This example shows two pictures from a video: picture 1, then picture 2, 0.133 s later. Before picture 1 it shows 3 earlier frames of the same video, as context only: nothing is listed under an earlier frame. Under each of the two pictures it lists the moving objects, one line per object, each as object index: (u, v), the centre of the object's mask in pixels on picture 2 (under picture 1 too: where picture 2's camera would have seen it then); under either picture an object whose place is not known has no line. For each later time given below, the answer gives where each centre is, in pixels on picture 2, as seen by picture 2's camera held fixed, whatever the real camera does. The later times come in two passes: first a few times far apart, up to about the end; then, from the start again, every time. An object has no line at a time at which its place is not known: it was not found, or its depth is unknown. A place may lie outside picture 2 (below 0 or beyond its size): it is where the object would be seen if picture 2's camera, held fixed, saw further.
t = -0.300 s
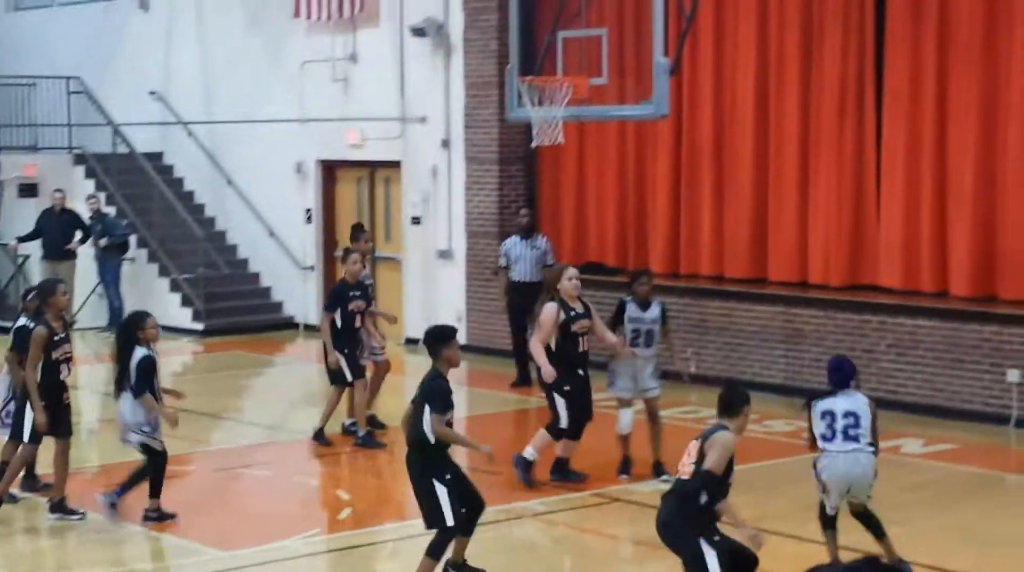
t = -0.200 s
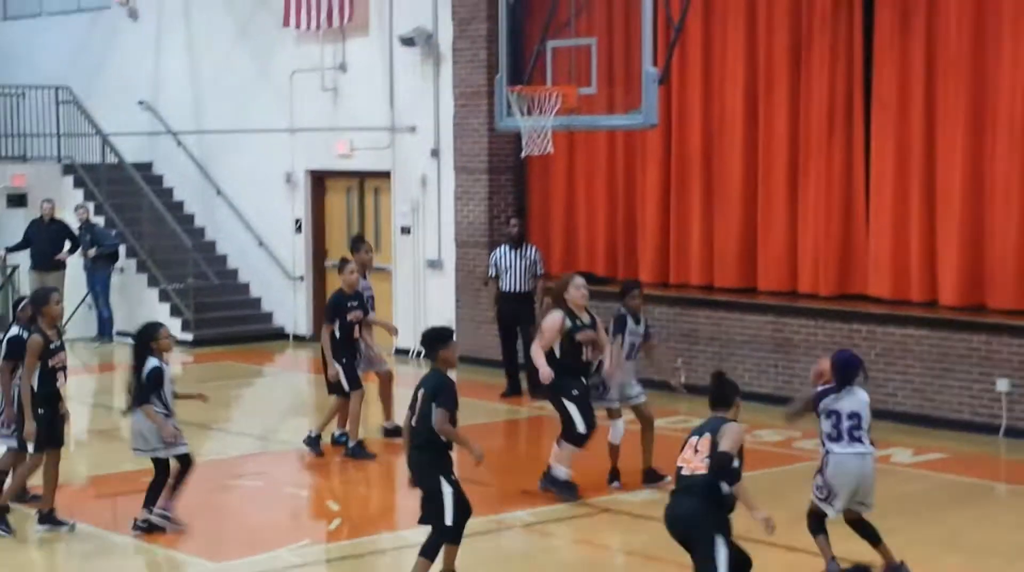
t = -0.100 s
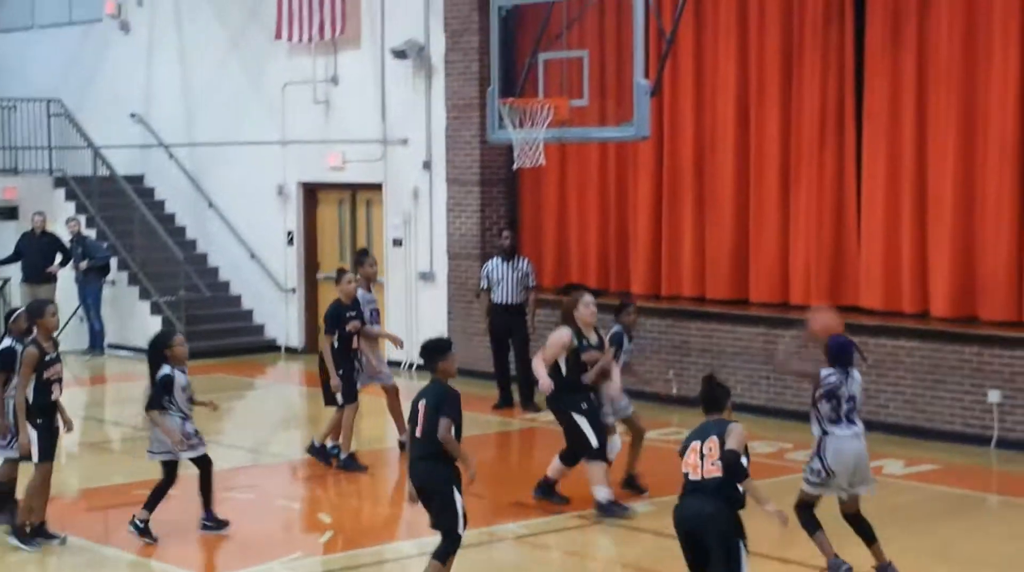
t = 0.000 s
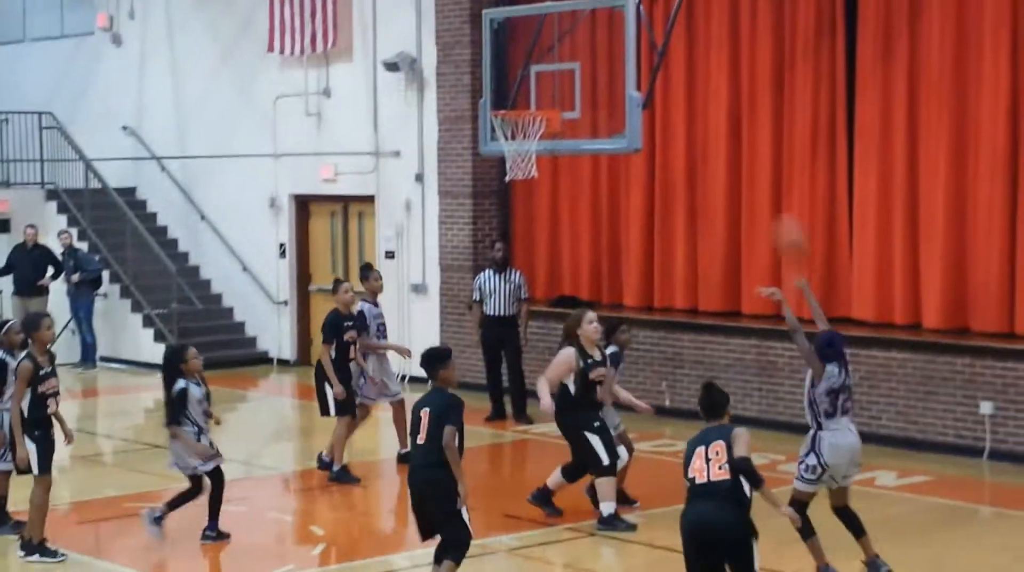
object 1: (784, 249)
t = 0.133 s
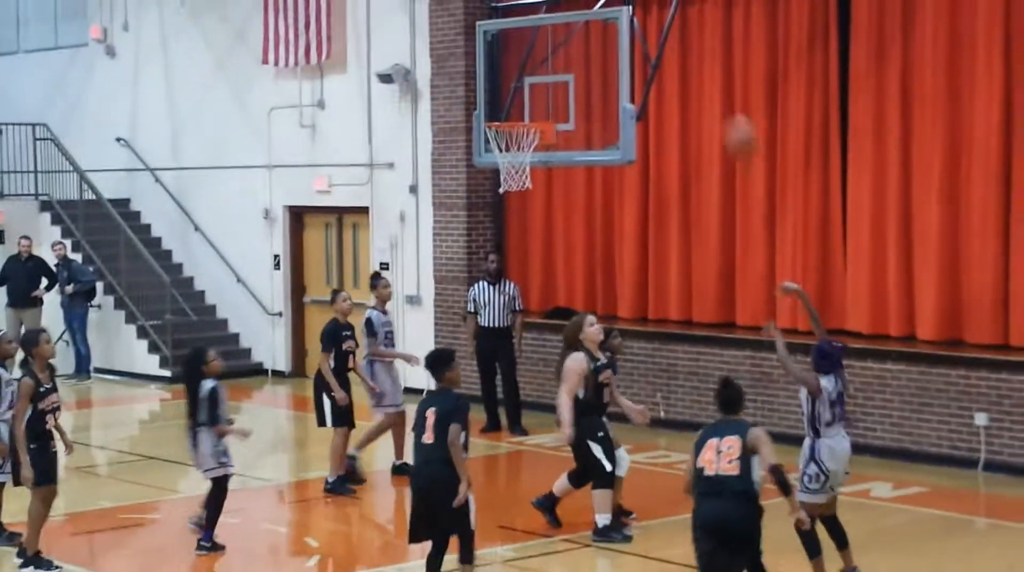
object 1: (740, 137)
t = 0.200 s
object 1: (721, 94)
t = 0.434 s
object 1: (656, 3)
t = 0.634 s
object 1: (609, -6)
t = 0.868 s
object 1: (557, 39)
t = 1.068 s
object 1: (517, 116)
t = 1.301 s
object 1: (494, 182)
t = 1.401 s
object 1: (486, 213)
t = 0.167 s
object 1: (731, 115)
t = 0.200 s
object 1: (721, 94)
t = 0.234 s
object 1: (712, 75)
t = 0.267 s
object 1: (700, 58)
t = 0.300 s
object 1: (692, 43)
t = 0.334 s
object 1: (684, 31)
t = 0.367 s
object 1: (674, 20)
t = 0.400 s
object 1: (666, 10)
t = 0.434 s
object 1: (656, 3)
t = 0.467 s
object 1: (649, -1)
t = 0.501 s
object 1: (641, -4)
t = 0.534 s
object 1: (634, -6)
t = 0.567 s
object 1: (625, -6)
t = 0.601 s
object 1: (617, -7)
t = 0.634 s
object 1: (609, -6)
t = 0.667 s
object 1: (601, -5)
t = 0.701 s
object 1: (595, -2)
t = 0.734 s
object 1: (586, 3)
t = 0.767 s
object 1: (579, 10)
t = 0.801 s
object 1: (572, 17)
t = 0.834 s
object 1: (564, 29)
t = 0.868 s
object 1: (557, 39)
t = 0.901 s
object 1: (550, 50)
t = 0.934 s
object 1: (544, 63)
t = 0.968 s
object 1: (538, 76)
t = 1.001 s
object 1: (530, 91)
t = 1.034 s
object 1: (524, 109)
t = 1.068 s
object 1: (517, 116)
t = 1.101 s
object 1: (508, 142)
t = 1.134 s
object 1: (511, 157)
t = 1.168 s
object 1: (505, 160)
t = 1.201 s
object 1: (502, 162)
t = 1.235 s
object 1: (500, 168)
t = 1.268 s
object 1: (497, 174)
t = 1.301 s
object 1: (494, 182)
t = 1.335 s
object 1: (491, 190)
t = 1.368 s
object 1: (489, 200)
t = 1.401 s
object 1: (486, 213)
